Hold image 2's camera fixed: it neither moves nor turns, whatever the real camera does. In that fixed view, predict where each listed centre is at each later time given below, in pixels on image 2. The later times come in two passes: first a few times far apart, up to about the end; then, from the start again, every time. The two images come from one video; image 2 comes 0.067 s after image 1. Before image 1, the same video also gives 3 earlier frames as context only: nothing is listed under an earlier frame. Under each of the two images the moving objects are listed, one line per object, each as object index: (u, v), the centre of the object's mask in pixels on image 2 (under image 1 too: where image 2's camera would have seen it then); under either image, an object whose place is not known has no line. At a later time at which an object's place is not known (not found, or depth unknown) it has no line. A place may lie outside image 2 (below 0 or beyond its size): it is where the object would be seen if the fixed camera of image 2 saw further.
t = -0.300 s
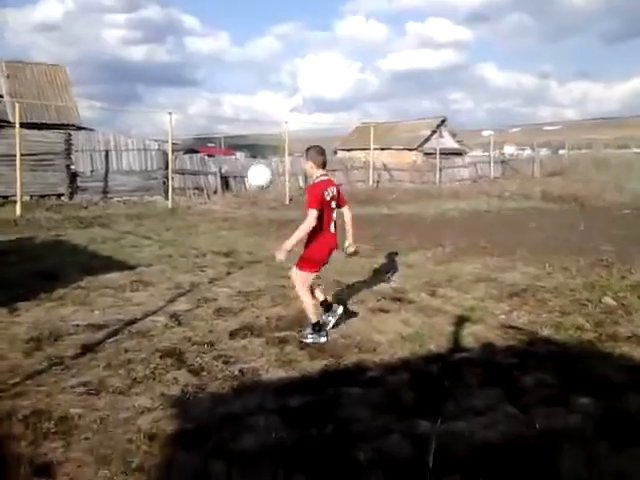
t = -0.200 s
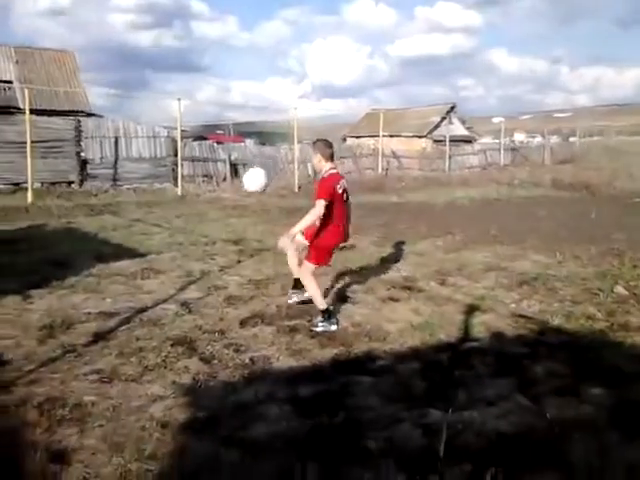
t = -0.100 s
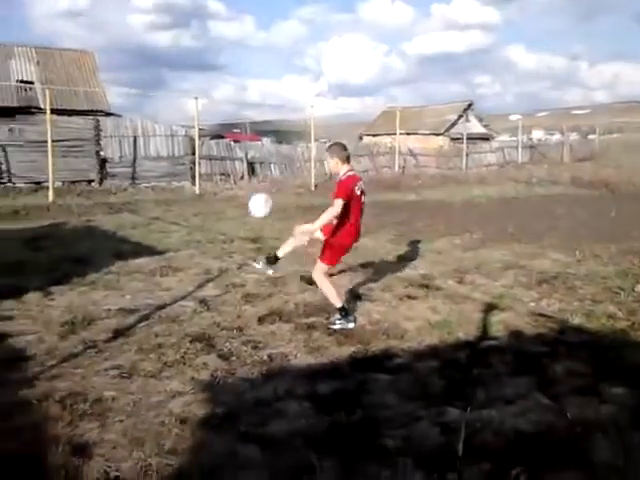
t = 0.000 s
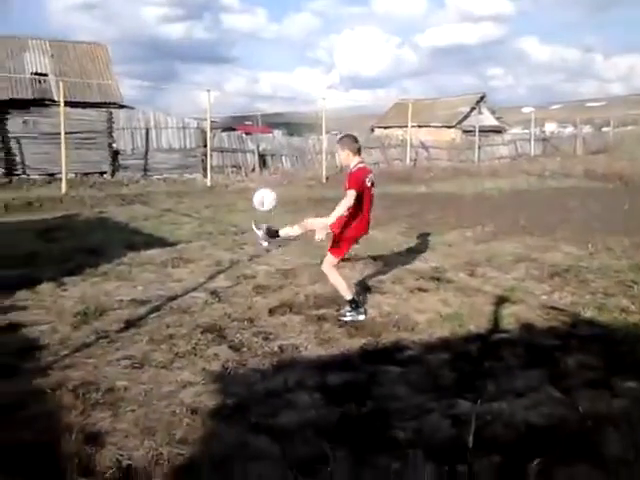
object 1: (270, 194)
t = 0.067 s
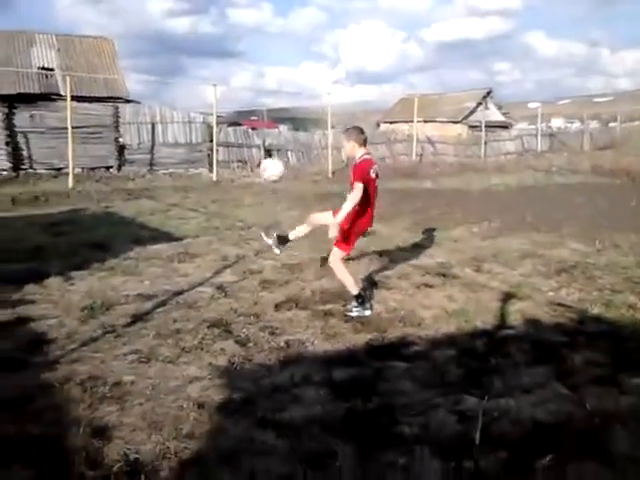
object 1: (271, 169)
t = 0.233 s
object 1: (275, 124)
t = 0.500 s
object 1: (284, 117)
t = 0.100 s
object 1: (272, 158)
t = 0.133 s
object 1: (273, 148)
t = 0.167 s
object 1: (272, 139)
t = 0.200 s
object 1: (274, 132)
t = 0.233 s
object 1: (275, 124)
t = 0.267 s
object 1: (276, 119)
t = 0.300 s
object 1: (276, 116)
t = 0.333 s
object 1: (278, 112)
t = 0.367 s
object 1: (279, 111)
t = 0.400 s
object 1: (279, 111)
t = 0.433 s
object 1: (280, 111)
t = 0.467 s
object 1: (282, 113)
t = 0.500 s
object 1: (284, 117)
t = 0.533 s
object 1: (286, 122)
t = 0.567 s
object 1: (287, 129)
